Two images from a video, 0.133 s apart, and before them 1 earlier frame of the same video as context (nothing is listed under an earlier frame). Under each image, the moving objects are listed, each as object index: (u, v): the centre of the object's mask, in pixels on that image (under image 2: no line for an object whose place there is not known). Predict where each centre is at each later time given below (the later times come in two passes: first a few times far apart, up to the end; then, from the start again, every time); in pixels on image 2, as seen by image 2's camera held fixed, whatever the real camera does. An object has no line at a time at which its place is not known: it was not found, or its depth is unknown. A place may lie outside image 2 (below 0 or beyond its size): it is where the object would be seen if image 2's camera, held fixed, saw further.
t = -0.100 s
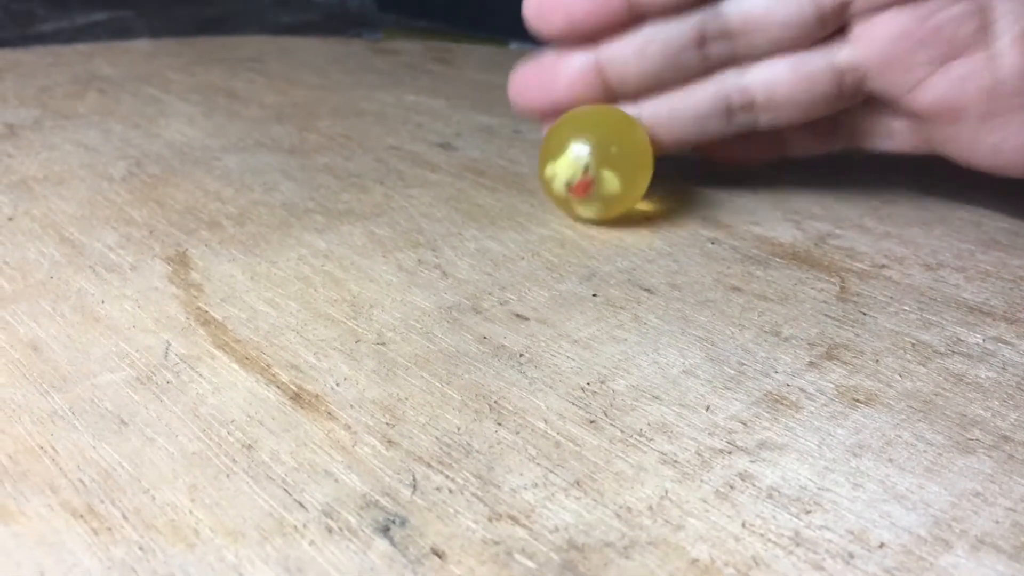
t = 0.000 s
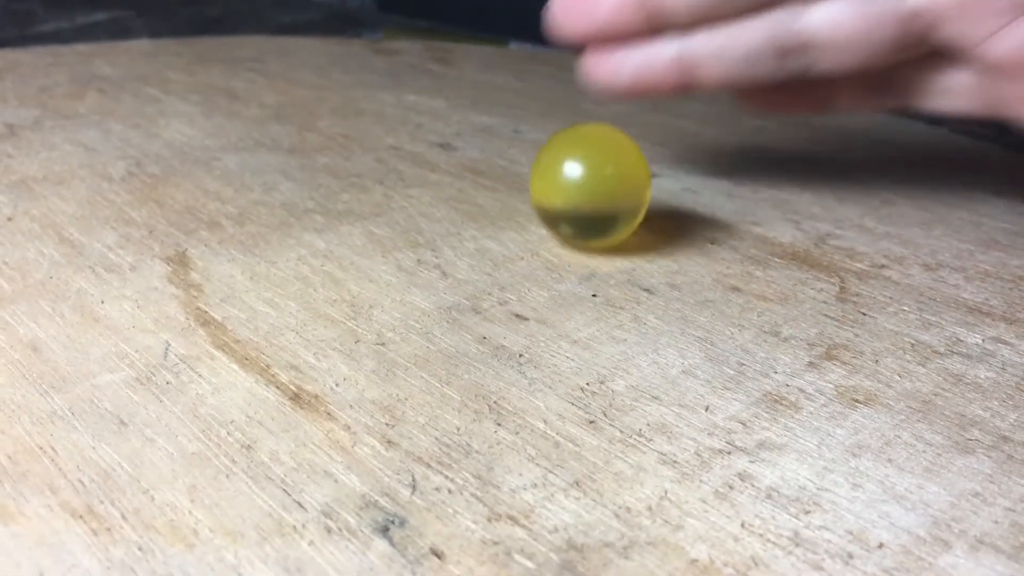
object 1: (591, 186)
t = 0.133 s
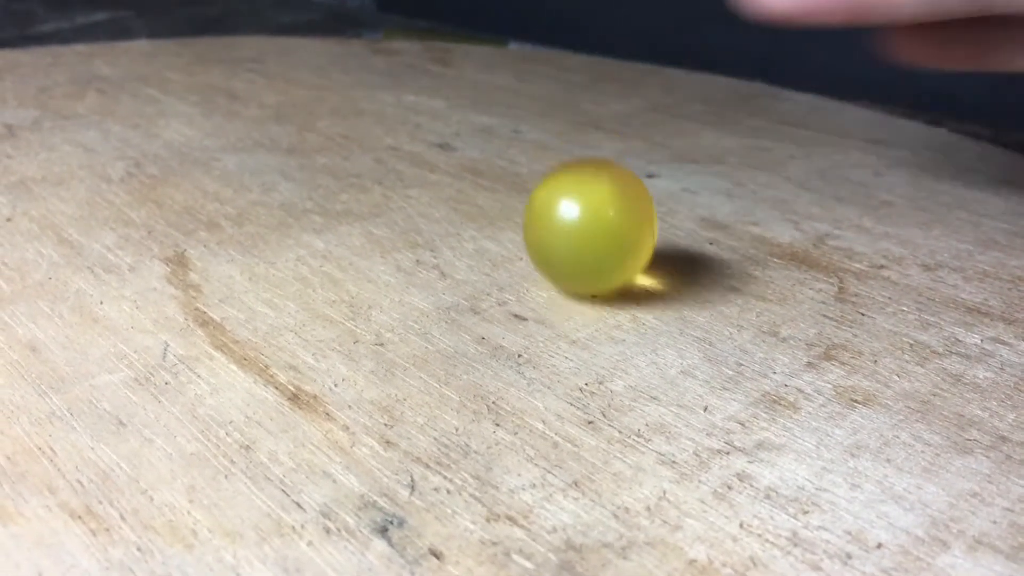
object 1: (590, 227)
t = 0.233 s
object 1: (596, 264)
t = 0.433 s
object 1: (607, 366)
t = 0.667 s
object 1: (662, 510)
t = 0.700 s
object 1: (679, 525)
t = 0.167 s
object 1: (592, 239)
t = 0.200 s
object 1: (594, 251)
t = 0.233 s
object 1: (596, 264)
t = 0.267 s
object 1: (597, 279)
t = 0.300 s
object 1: (597, 294)
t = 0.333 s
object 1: (599, 310)
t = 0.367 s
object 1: (600, 328)
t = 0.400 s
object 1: (603, 347)
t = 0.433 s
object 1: (607, 366)
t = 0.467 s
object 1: (610, 388)
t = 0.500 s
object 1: (614, 411)
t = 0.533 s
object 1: (619, 436)
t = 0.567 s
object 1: (625, 462)
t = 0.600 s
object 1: (634, 481)
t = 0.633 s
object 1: (647, 496)
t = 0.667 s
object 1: (662, 510)
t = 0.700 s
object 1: (679, 525)
